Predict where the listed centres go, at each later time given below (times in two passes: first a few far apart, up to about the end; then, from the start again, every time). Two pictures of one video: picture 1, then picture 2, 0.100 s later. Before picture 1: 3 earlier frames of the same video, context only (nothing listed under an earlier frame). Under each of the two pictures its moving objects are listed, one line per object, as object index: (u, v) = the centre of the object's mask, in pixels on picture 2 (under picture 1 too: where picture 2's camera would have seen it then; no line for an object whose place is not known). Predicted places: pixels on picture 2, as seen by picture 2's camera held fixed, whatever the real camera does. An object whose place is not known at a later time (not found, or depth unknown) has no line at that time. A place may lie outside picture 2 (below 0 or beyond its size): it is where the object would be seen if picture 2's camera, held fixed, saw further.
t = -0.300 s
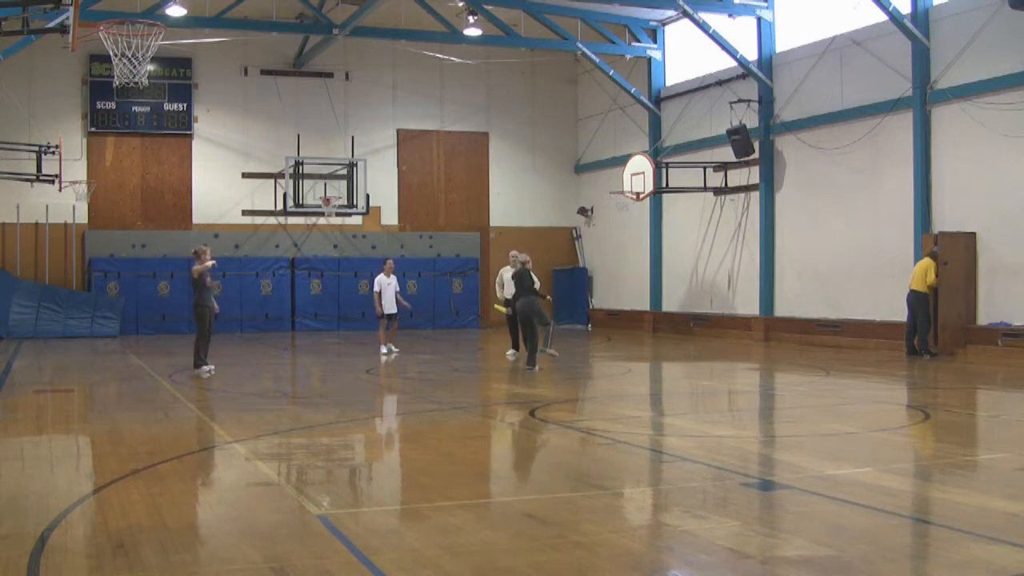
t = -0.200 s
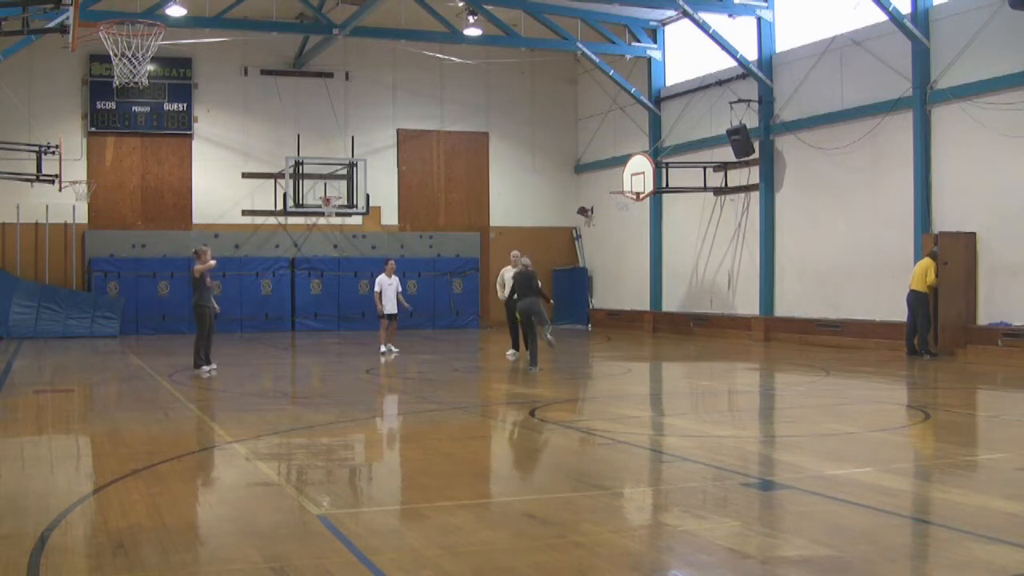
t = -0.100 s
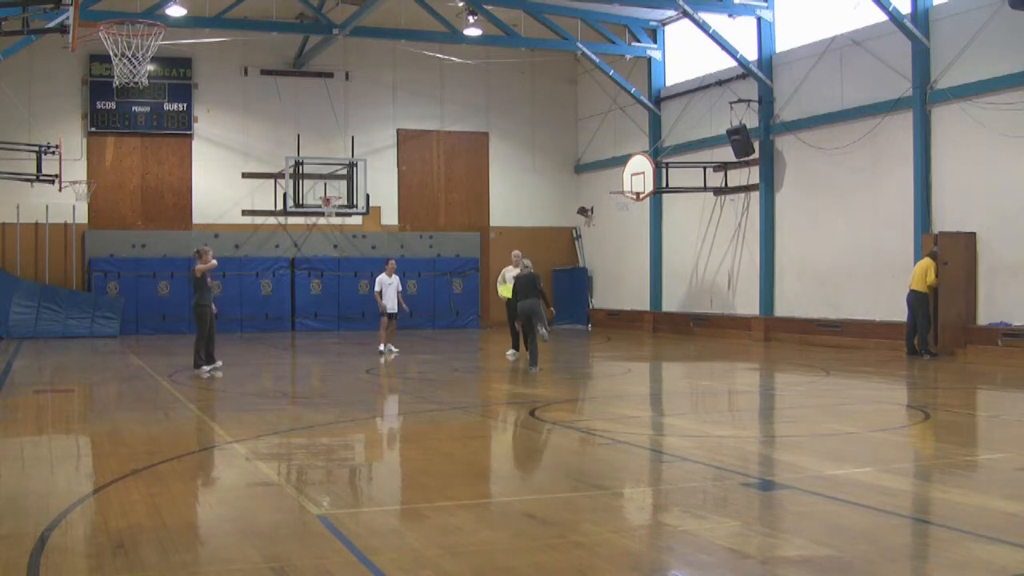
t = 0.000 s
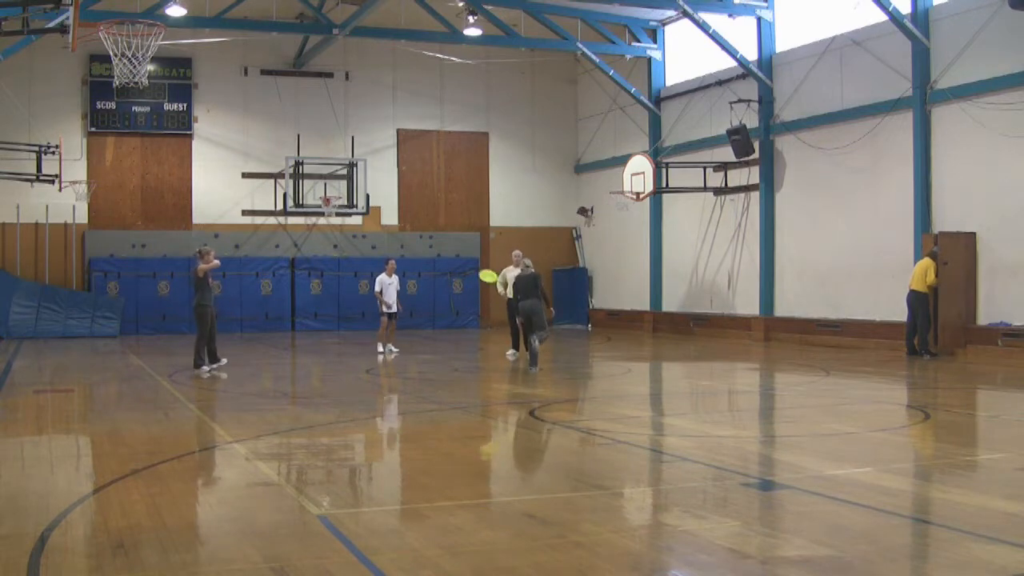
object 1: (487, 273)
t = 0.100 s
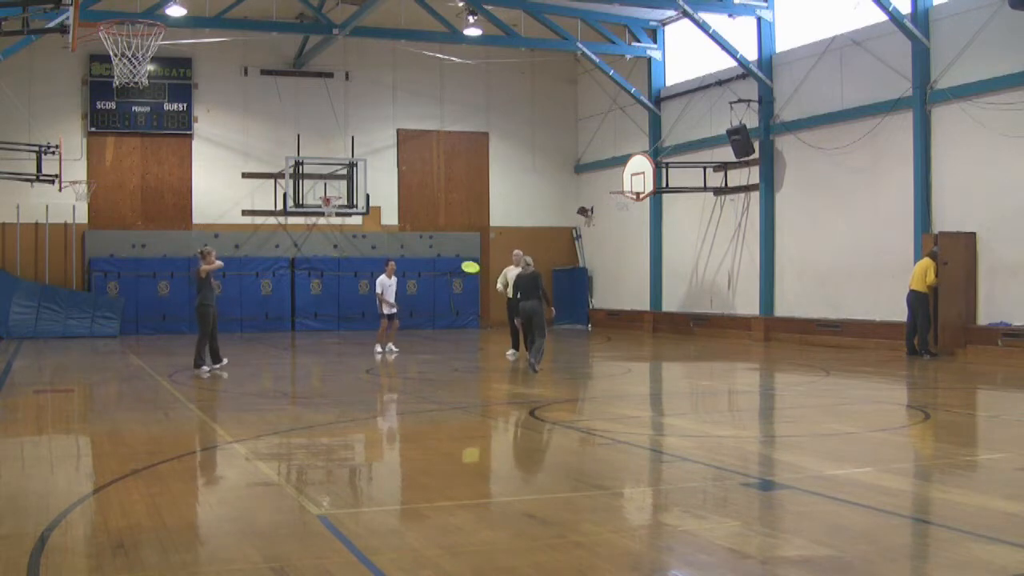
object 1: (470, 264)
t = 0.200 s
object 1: (454, 260)
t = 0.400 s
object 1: (426, 264)
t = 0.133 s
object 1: (464, 262)
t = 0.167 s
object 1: (459, 261)
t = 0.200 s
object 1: (454, 260)
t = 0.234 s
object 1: (449, 260)
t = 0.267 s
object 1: (444, 260)
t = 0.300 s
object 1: (439, 260)
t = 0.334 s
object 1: (435, 261)
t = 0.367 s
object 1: (431, 262)
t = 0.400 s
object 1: (426, 264)
